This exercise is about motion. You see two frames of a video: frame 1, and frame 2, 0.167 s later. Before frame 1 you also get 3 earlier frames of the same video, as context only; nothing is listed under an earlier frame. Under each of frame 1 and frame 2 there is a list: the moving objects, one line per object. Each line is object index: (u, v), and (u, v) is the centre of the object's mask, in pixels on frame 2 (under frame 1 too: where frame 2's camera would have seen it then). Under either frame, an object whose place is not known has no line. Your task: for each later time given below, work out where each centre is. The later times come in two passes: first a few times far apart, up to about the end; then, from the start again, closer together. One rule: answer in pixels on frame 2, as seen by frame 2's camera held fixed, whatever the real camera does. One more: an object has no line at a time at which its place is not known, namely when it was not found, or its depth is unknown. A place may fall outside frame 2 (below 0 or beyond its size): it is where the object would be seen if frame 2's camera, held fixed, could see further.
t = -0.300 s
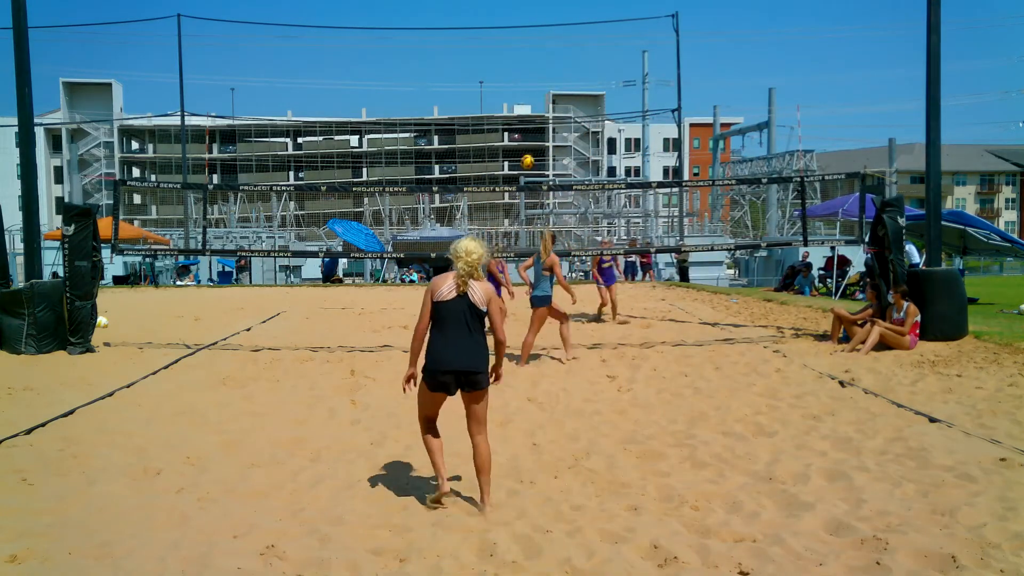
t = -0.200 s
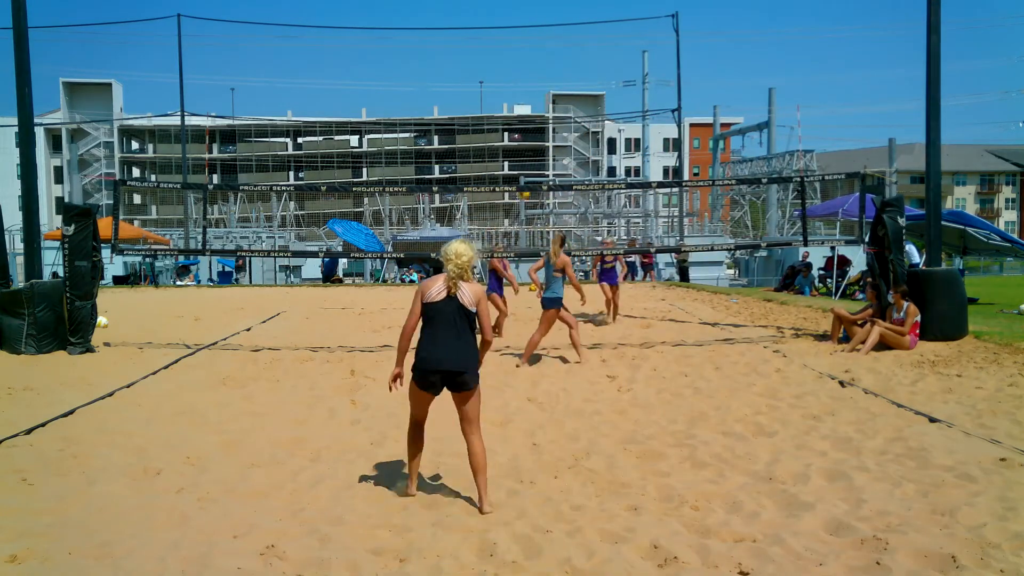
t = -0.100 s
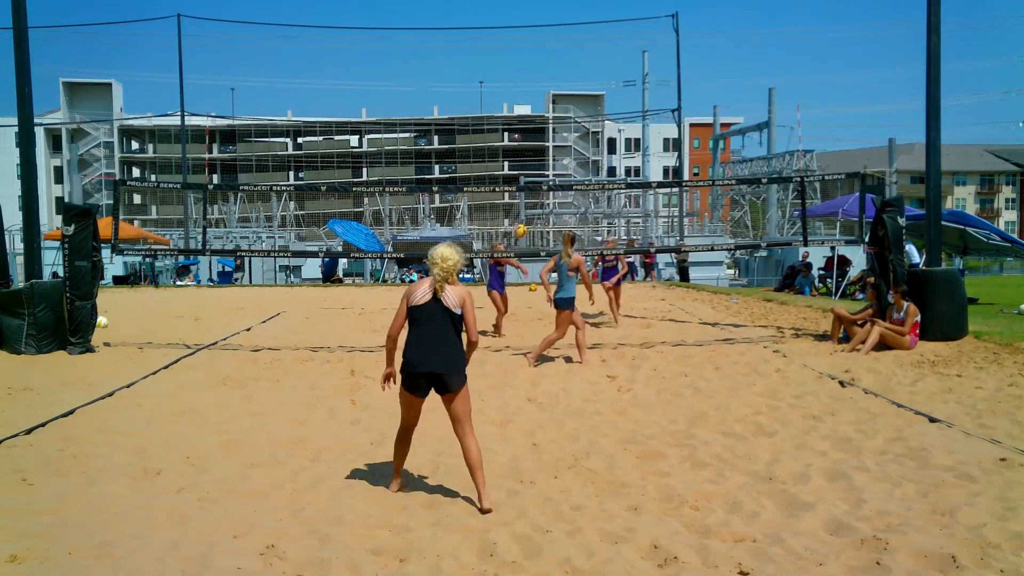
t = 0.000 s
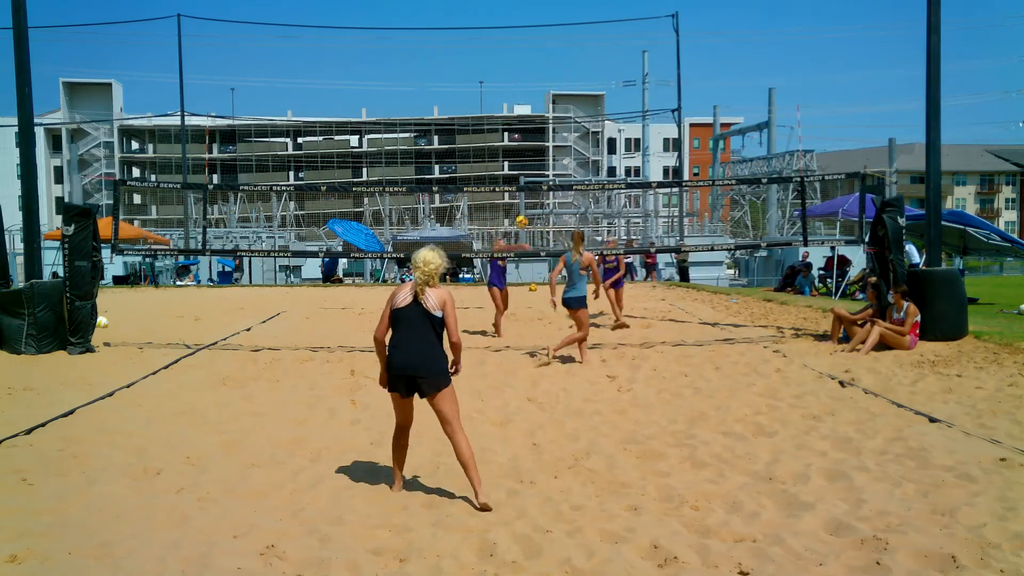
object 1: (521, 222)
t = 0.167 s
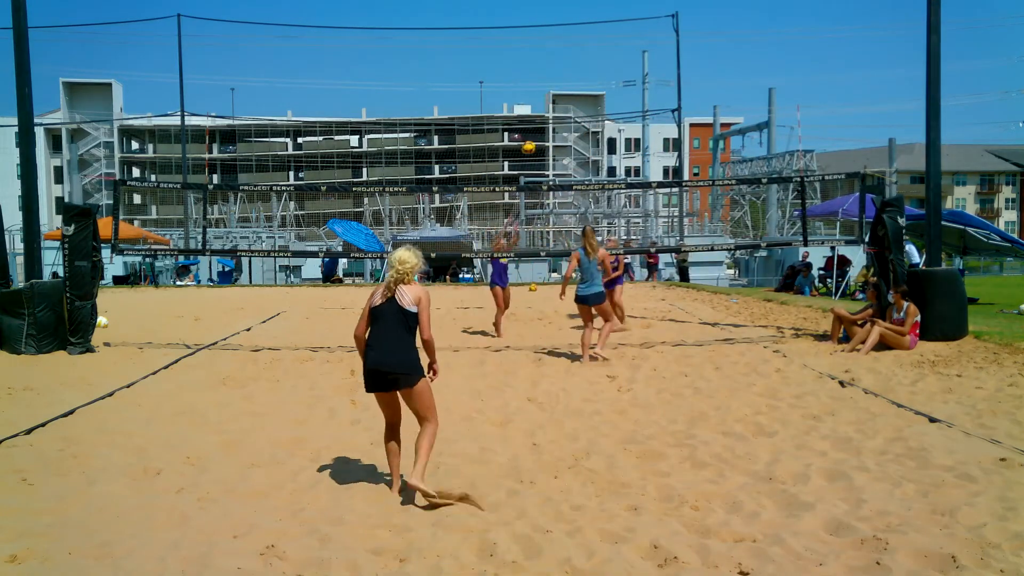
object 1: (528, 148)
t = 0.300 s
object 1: (534, 100)
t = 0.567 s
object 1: (545, 38)
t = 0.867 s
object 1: (558, 25)
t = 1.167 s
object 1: (570, 72)
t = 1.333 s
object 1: (577, 126)
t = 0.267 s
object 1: (532, 111)
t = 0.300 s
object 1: (534, 100)
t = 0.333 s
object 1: (535, 90)
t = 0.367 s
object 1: (536, 80)
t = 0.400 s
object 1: (538, 71)
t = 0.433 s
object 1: (539, 63)
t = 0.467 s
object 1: (540, 56)
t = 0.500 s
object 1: (542, 49)
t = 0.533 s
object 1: (543, 43)
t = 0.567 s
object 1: (545, 38)
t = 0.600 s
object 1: (546, 34)
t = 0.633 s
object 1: (547, 30)
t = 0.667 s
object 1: (549, 27)
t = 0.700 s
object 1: (551, 25)
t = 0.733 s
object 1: (552, 24)
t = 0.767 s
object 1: (553, 23)
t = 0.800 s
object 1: (555, 23)
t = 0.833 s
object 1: (556, 23)
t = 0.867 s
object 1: (558, 25)
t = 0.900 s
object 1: (559, 27)
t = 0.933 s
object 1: (561, 30)
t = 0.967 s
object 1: (562, 34)
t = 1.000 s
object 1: (563, 38)
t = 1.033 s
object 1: (565, 44)
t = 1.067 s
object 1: (566, 50)
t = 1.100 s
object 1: (568, 57)
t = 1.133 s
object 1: (569, 64)
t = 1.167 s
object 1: (570, 72)
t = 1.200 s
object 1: (572, 81)
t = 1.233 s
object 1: (573, 91)
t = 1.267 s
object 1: (574, 102)
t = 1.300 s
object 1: (575, 114)
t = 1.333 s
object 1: (577, 126)
